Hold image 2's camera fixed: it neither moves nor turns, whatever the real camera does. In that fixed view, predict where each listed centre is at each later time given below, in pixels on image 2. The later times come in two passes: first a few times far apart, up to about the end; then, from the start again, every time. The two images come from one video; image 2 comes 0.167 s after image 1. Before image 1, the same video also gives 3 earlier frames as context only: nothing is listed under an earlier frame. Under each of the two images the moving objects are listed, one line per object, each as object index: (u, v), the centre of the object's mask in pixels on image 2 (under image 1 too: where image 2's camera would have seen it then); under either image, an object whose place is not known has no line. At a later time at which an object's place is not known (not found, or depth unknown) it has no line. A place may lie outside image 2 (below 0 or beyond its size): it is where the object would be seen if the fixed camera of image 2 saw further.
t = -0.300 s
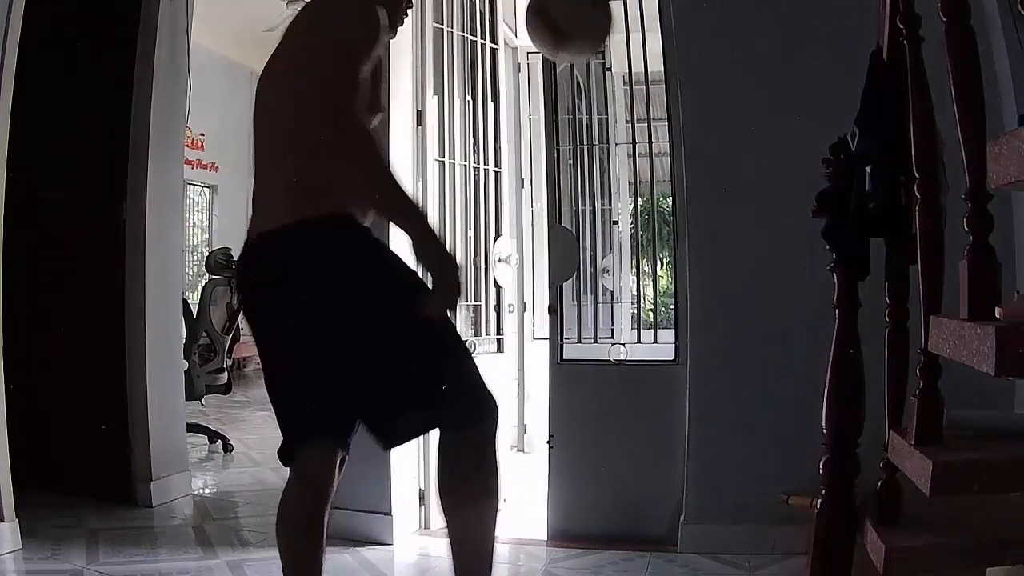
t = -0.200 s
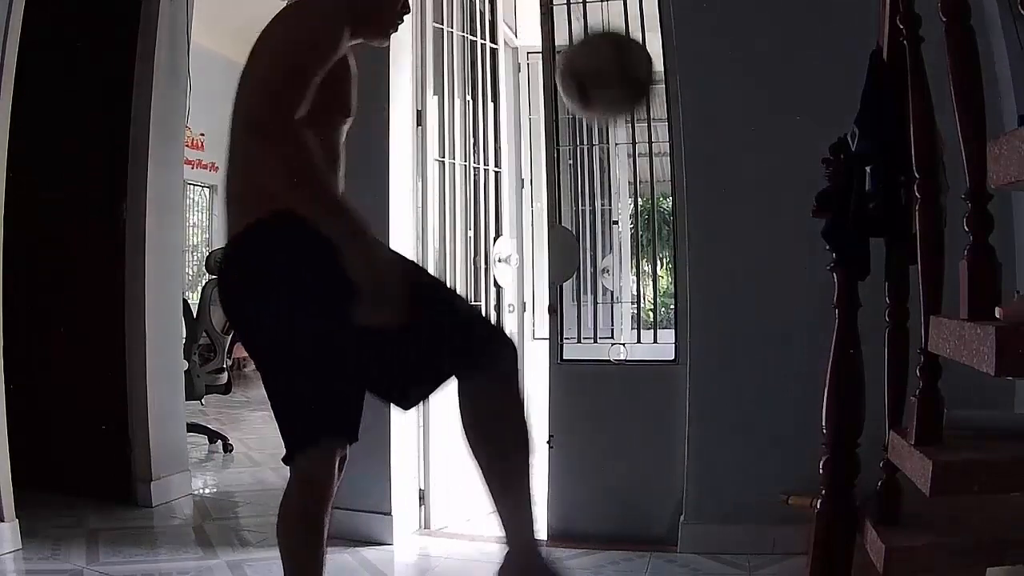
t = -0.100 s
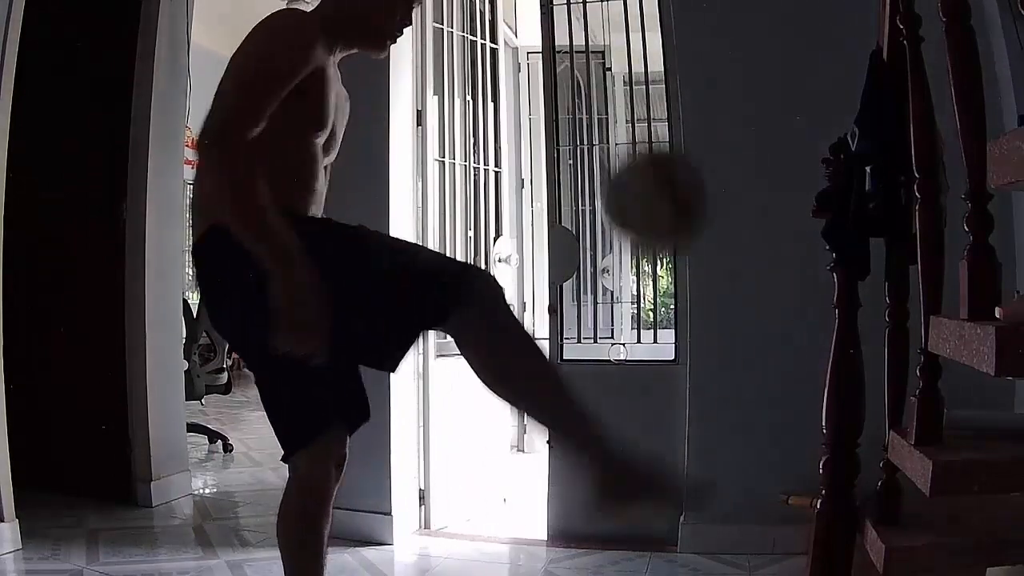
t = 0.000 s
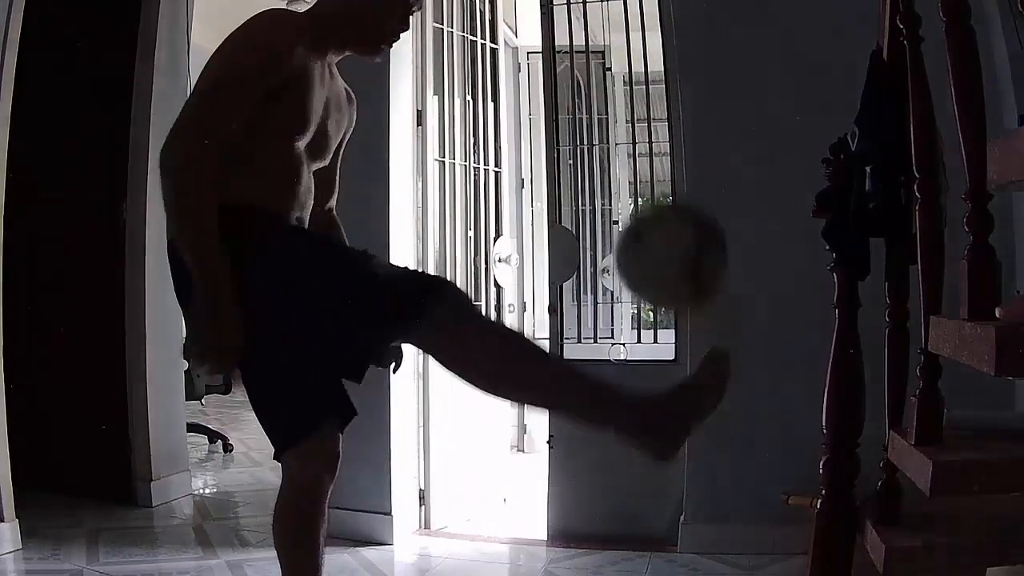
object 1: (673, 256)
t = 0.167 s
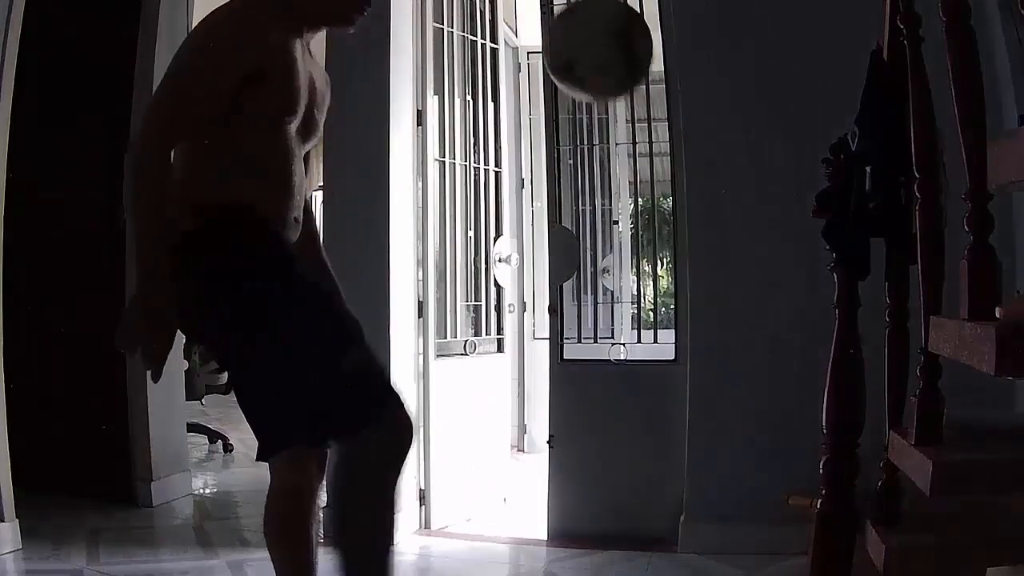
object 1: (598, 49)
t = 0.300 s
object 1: (546, 18)
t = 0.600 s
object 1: (438, 188)
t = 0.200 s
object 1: (584, 35)
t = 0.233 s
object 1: (572, 27)
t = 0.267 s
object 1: (558, 21)
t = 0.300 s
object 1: (546, 18)
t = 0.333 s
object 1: (534, 18)
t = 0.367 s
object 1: (522, 20)
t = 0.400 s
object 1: (510, 25)
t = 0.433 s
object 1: (498, 32)
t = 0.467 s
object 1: (485, 44)
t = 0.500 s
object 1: (474, 67)
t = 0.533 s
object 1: (462, 101)
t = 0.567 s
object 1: (450, 141)
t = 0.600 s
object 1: (438, 188)
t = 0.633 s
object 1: (425, 243)
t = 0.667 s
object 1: (413, 303)
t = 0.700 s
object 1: (399, 370)
